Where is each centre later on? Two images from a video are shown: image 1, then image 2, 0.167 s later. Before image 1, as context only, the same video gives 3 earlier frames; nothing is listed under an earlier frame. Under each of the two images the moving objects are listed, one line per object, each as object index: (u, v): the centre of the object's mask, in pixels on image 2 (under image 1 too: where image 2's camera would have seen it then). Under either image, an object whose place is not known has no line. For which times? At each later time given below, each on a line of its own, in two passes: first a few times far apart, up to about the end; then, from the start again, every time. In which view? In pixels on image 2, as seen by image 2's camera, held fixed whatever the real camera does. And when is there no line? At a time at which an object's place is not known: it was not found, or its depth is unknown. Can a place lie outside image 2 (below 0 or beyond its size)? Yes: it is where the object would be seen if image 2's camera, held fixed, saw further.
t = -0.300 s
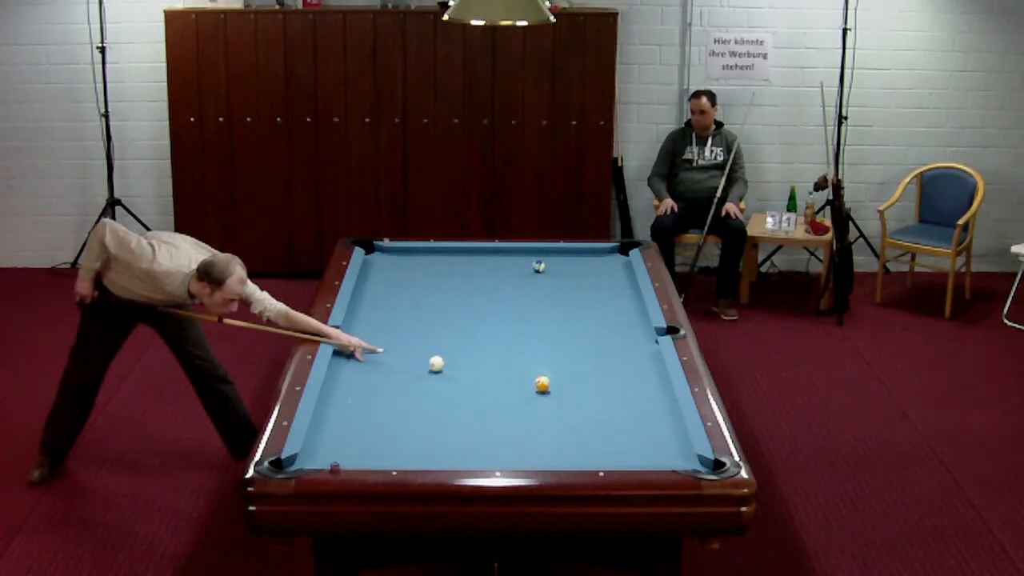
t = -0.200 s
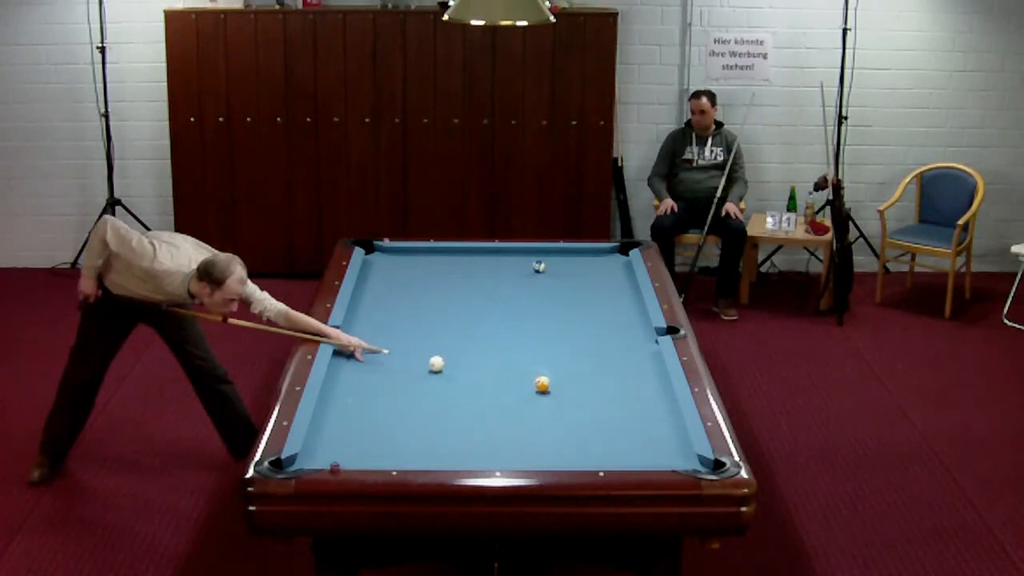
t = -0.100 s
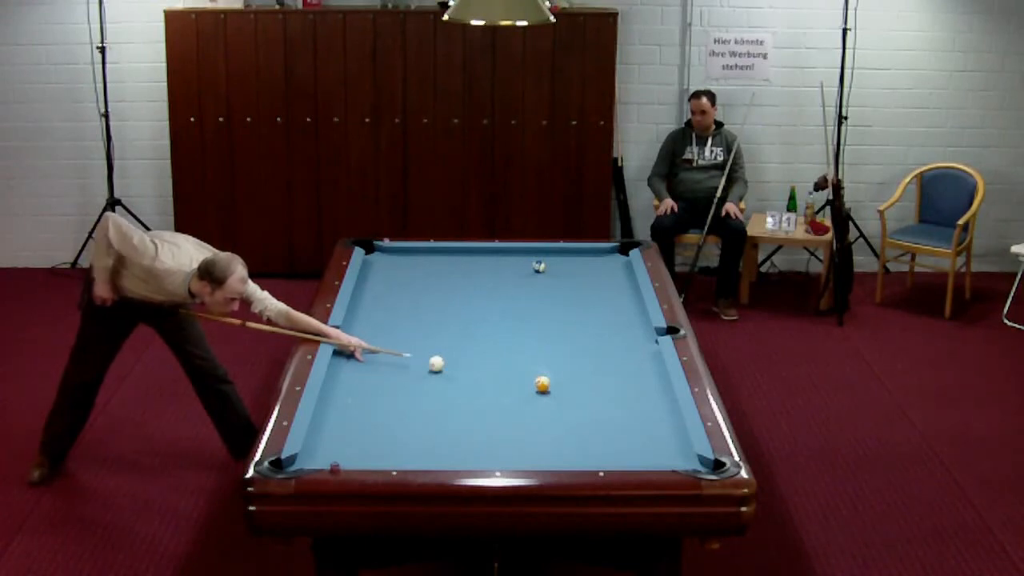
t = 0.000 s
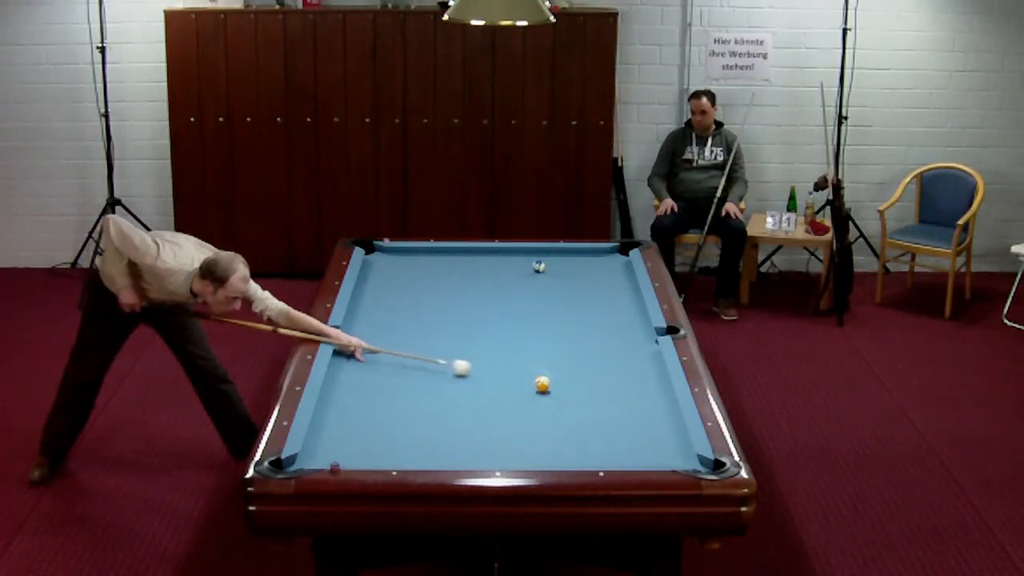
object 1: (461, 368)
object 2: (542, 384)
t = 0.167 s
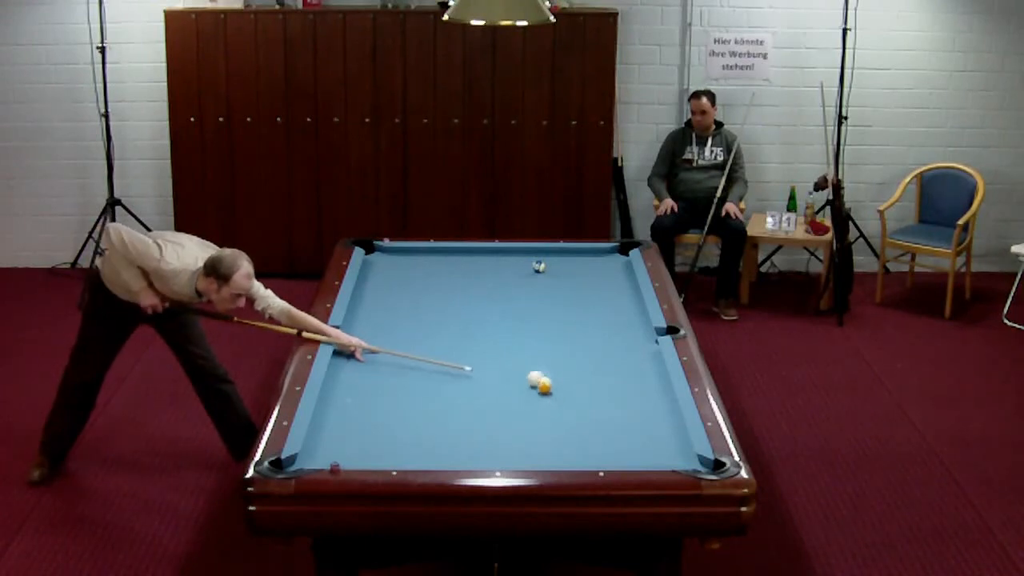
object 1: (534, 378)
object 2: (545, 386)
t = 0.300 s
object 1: (569, 374)
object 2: (571, 400)
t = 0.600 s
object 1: (649, 367)
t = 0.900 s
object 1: (618, 358)
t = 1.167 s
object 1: (580, 351)
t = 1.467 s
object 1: (540, 343)
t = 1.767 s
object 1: (503, 336)
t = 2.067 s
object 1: (469, 329)
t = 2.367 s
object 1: (438, 322)
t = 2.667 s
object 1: (409, 316)
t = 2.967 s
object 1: (383, 311)
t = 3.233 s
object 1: (361, 306)
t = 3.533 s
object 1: (363, 303)
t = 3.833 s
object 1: (375, 300)
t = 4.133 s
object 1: (385, 298)
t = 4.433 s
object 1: (394, 297)
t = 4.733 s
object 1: (401, 295)
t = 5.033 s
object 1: (407, 293)
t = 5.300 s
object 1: (411, 293)
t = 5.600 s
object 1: (414, 292)
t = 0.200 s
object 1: (542, 376)
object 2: (551, 390)
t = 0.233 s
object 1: (551, 376)
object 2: (558, 394)
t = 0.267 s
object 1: (560, 375)
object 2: (565, 397)
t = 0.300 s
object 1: (569, 374)
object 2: (571, 400)
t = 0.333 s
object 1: (578, 373)
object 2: (576, 404)
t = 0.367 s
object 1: (587, 372)
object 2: (581, 406)
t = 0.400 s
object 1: (597, 372)
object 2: (587, 409)
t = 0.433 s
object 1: (605, 371)
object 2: (592, 412)
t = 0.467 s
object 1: (614, 371)
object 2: (597, 414)
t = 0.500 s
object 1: (623, 370)
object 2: (602, 417)
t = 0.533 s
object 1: (632, 369)
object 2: (607, 420)
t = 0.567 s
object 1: (641, 368)
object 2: (613, 423)
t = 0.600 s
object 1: (649, 367)
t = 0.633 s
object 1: (658, 367)
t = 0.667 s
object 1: (654, 366)
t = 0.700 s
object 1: (648, 365)
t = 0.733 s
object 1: (643, 363)
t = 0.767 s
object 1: (638, 362)
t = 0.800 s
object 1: (633, 361)
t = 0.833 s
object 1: (628, 360)
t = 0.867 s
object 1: (623, 359)
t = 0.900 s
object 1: (618, 358)
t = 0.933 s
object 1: (613, 357)
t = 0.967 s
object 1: (608, 356)
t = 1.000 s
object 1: (603, 355)
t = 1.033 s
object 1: (598, 354)
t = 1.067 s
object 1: (594, 353)
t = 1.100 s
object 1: (589, 353)
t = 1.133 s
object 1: (585, 352)
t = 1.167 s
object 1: (580, 351)
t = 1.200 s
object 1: (575, 350)
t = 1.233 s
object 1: (571, 349)
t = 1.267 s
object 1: (566, 348)
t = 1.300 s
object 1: (562, 347)
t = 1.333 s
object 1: (557, 346)
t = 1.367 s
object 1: (553, 345)
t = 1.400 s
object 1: (549, 345)
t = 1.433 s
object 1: (544, 344)
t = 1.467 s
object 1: (540, 343)
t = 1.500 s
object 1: (536, 342)
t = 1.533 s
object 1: (532, 341)
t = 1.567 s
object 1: (528, 341)
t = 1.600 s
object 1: (524, 340)
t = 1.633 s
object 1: (519, 339)
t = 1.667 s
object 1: (516, 338)
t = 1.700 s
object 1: (511, 337)
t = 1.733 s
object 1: (508, 337)
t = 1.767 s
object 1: (503, 336)
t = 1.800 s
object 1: (500, 335)
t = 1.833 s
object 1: (496, 334)
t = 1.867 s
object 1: (492, 333)
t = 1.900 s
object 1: (488, 332)
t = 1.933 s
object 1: (484, 332)
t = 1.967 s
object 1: (480, 331)
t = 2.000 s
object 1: (477, 330)
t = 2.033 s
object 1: (473, 329)
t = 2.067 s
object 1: (469, 329)
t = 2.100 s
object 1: (466, 328)
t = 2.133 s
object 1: (462, 327)
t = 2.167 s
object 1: (459, 327)
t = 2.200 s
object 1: (455, 326)
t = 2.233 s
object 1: (452, 325)
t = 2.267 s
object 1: (448, 324)
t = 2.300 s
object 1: (445, 324)
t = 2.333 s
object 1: (441, 323)
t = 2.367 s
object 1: (438, 322)
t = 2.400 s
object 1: (435, 321)
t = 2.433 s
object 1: (431, 321)
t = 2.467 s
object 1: (428, 320)
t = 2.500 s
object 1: (425, 319)
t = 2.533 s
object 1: (422, 319)
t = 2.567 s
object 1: (419, 318)
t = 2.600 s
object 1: (416, 318)
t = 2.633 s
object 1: (412, 317)
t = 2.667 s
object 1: (409, 316)
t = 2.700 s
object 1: (406, 316)
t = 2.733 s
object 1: (403, 315)
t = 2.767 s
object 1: (400, 315)
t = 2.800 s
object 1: (397, 314)
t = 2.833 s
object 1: (394, 313)
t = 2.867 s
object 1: (391, 312)
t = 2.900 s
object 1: (388, 312)
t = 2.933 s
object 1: (386, 312)
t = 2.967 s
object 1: (383, 311)
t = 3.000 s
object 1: (380, 310)
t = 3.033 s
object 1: (377, 310)
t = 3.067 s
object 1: (374, 309)
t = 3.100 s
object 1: (372, 308)
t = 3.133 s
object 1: (369, 308)
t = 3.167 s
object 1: (366, 308)
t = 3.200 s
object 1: (364, 307)
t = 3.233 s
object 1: (361, 306)
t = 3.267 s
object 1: (358, 306)
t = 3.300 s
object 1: (355, 305)
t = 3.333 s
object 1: (355, 305)
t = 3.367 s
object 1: (356, 305)
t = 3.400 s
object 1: (357, 304)
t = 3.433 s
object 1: (359, 304)
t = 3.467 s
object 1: (360, 303)
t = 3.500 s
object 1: (361, 303)
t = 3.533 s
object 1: (363, 303)
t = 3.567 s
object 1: (365, 303)
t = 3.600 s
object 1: (366, 302)
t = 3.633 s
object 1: (367, 302)
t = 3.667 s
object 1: (369, 302)
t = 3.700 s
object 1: (370, 302)
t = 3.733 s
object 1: (371, 301)
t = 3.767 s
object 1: (373, 301)
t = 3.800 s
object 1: (374, 301)
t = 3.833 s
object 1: (375, 300)
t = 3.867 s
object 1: (376, 300)
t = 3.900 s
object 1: (378, 300)
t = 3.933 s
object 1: (379, 300)
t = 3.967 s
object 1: (380, 299)
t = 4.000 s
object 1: (381, 299)
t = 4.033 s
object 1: (382, 299)
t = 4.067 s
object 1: (383, 299)
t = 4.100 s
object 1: (384, 299)
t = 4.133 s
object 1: (385, 298)
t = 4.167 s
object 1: (386, 298)
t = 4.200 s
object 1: (387, 298)
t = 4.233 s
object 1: (389, 298)
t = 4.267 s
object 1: (390, 297)
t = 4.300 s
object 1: (391, 297)
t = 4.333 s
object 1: (392, 297)
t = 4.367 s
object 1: (392, 297)
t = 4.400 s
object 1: (393, 297)
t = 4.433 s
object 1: (394, 297)
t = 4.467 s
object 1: (395, 297)
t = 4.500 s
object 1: (396, 296)
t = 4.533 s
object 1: (397, 296)
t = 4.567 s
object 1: (398, 295)
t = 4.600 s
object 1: (399, 295)
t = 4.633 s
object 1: (399, 295)
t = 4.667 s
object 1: (400, 295)
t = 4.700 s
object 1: (401, 295)
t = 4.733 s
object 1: (401, 295)
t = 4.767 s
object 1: (402, 294)
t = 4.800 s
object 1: (403, 294)
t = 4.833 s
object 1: (403, 294)
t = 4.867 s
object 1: (404, 294)
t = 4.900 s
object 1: (405, 294)
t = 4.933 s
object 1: (405, 294)
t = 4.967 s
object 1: (406, 294)
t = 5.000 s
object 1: (407, 294)
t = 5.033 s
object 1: (407, 293)
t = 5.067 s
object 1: (408, 293)
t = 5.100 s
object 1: (408, 293)
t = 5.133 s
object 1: (409, 293)
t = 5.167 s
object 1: (409, 293)
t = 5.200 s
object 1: (410, 293)
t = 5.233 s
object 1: (410, 293)
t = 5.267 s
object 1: (411, 293)
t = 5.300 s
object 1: (411, 293)
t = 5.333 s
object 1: (412, 293)
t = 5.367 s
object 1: (412, 292)
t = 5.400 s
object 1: (412, 292)
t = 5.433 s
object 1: (413, 292)
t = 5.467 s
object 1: (413, 292)
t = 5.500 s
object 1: (414, 292)
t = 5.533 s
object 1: (414, 292)
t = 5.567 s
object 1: (414, 292)
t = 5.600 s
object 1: (414, 292)
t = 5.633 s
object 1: (415, 292)
